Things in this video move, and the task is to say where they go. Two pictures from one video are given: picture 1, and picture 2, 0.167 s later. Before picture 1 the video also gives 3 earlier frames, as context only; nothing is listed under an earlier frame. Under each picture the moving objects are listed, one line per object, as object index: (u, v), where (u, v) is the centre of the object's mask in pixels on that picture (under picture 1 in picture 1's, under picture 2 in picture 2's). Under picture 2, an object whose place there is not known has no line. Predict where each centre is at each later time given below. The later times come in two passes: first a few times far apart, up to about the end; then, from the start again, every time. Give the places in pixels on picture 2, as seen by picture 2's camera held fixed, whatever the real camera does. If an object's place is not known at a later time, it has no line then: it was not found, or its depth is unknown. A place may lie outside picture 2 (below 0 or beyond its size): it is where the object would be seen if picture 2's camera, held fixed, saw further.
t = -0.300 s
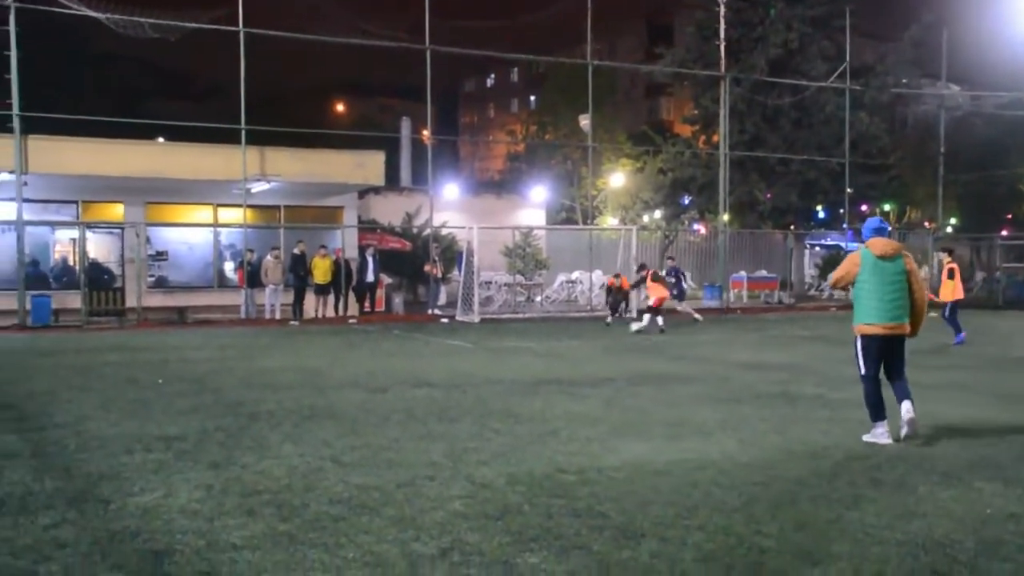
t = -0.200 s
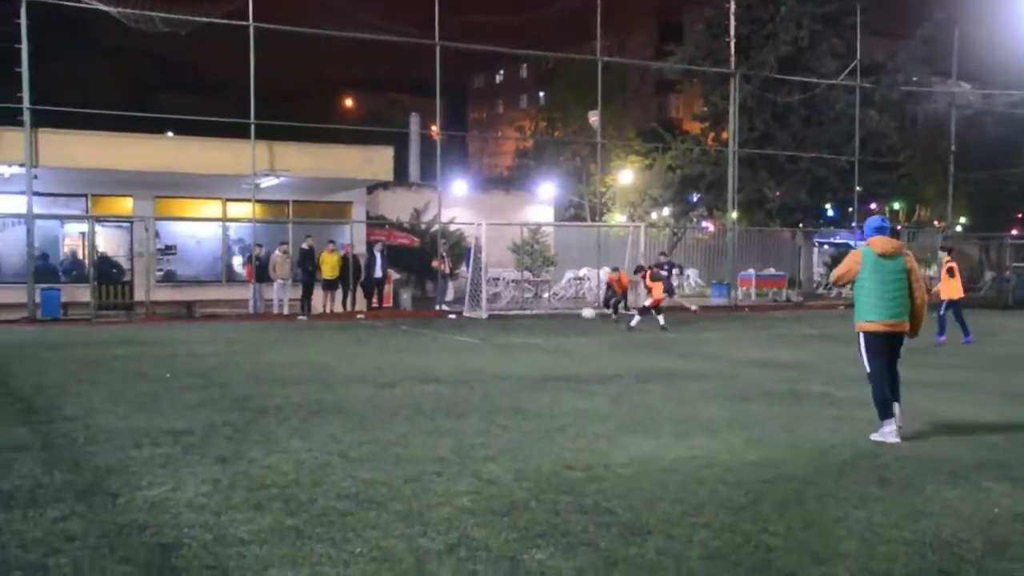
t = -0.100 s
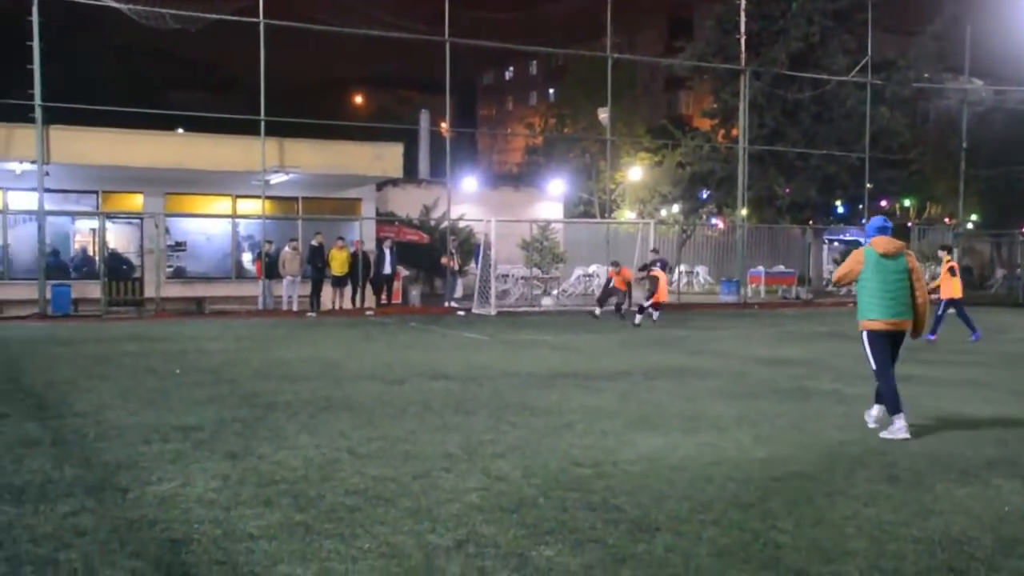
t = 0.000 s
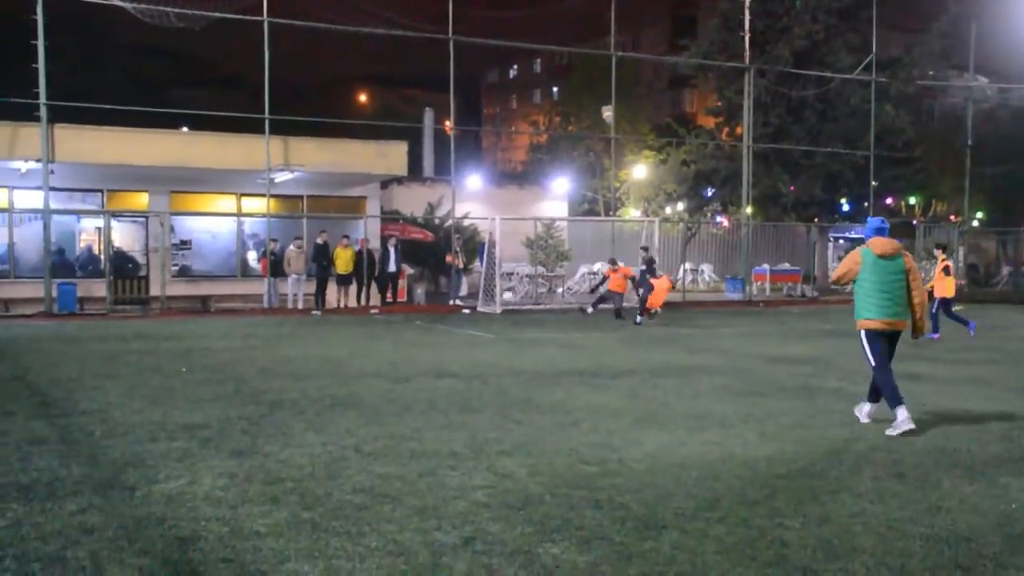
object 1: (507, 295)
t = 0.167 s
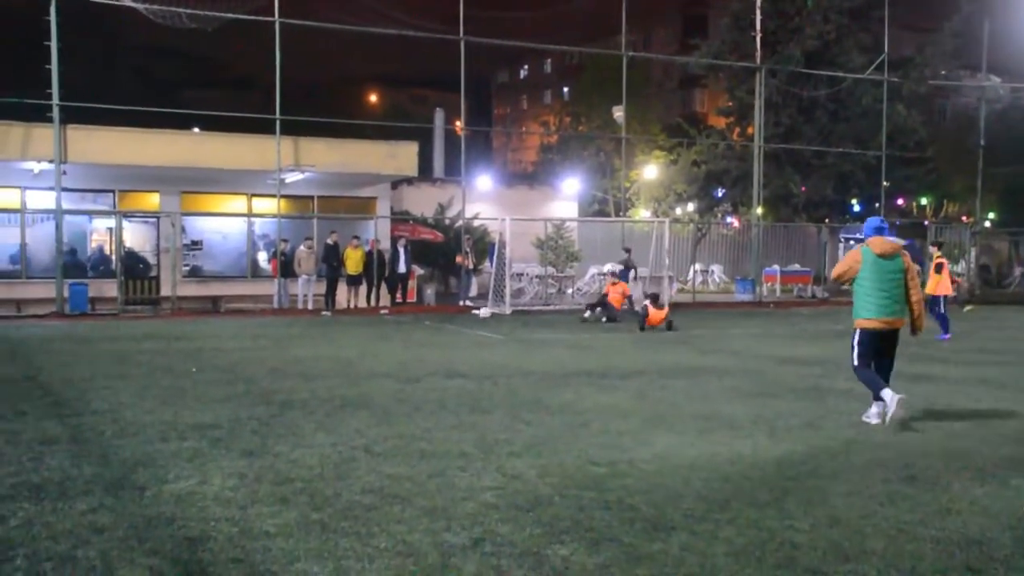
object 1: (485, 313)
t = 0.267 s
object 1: (470, 306)
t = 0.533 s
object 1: (425, 317)
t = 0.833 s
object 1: (376, 320)
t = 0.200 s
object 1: (479, 310)
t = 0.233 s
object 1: (475, 308)
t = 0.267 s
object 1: (470, 306)
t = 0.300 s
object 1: (465, 306)
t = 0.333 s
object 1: (459, 306)
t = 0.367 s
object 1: (454, 307)
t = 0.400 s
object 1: (448, 307)
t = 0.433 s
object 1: (442, 309)
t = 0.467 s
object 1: (436, 311)
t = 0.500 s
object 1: (430, 314)
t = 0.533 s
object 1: (425, 317)
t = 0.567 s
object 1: (419, 322)
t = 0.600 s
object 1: (413, 323)
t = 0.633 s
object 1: (408, 321)
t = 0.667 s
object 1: (402, 320)
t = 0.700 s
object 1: (398, 315)
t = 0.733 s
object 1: (394, 316)
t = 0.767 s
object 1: (389, 316)
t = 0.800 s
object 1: (383, 318)
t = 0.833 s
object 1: (376, 320)
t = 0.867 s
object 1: (371, 322)
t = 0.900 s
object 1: (365, 325)
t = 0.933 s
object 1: (359, 329)
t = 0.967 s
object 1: (353, 334)
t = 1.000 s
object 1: (348, 335)
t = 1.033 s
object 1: (343, 333)
